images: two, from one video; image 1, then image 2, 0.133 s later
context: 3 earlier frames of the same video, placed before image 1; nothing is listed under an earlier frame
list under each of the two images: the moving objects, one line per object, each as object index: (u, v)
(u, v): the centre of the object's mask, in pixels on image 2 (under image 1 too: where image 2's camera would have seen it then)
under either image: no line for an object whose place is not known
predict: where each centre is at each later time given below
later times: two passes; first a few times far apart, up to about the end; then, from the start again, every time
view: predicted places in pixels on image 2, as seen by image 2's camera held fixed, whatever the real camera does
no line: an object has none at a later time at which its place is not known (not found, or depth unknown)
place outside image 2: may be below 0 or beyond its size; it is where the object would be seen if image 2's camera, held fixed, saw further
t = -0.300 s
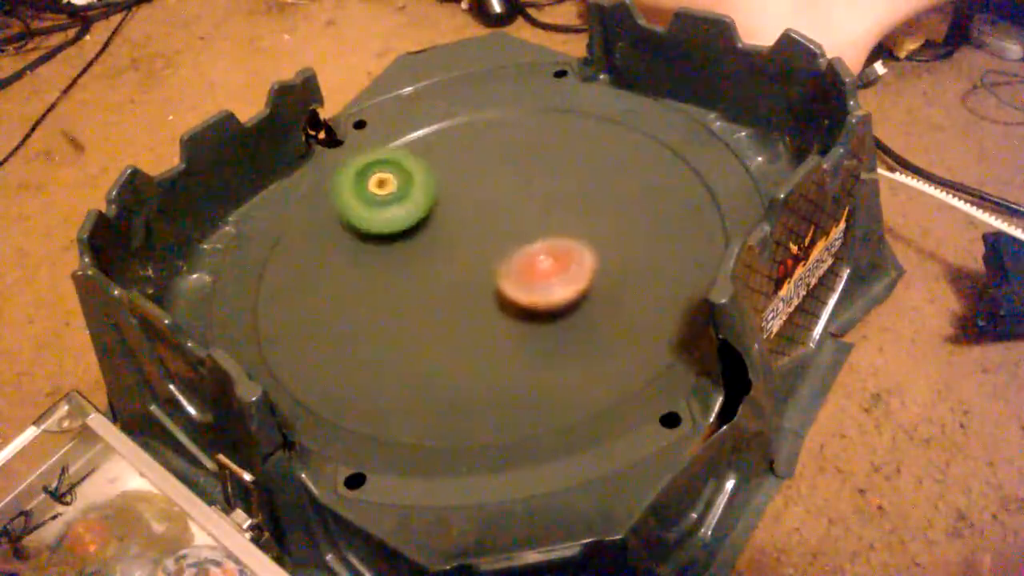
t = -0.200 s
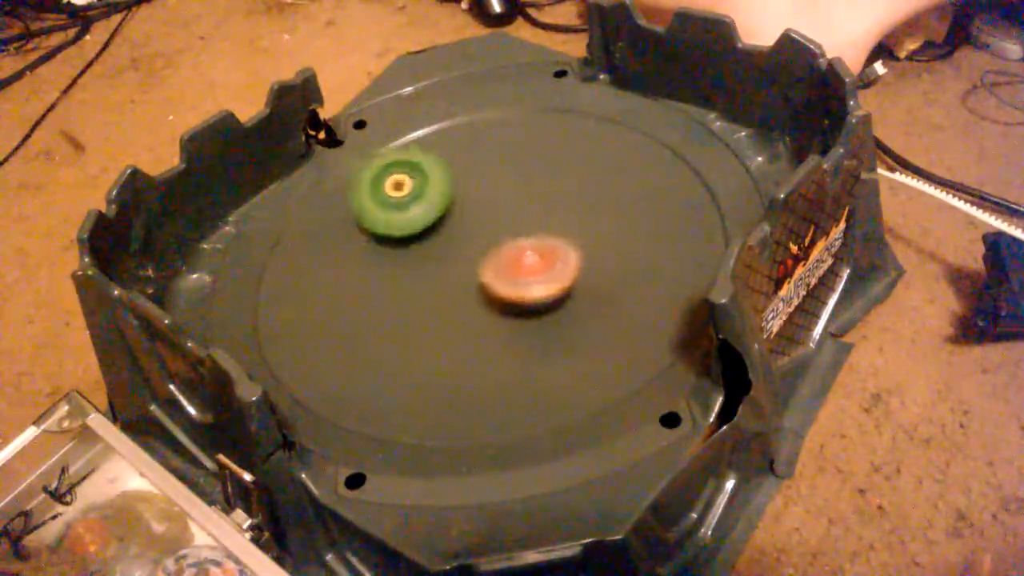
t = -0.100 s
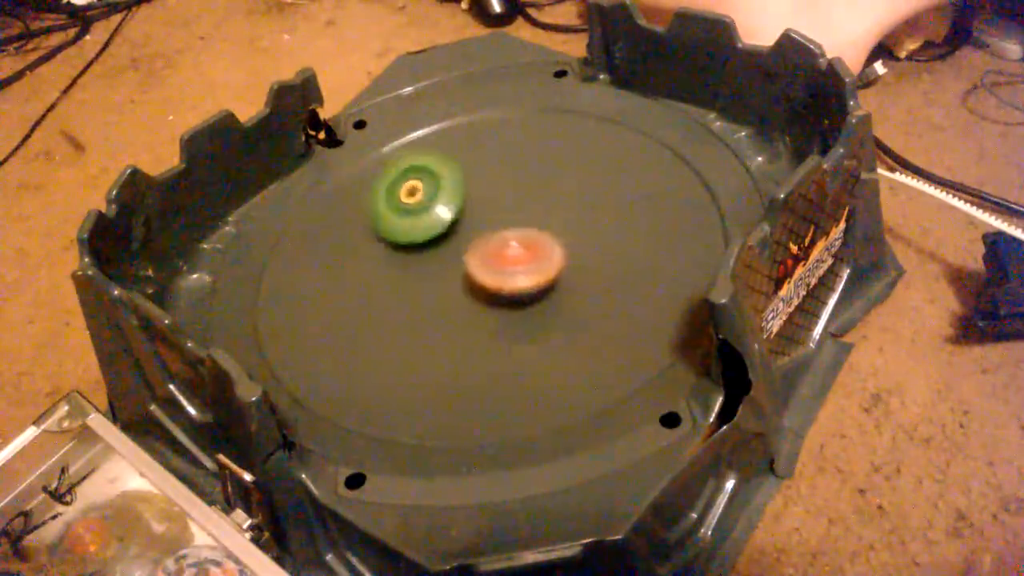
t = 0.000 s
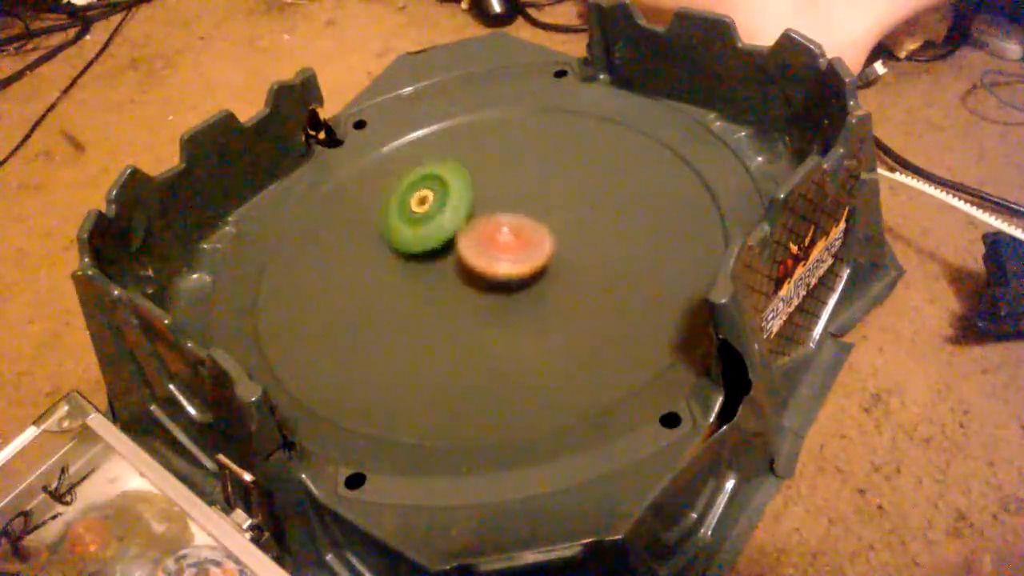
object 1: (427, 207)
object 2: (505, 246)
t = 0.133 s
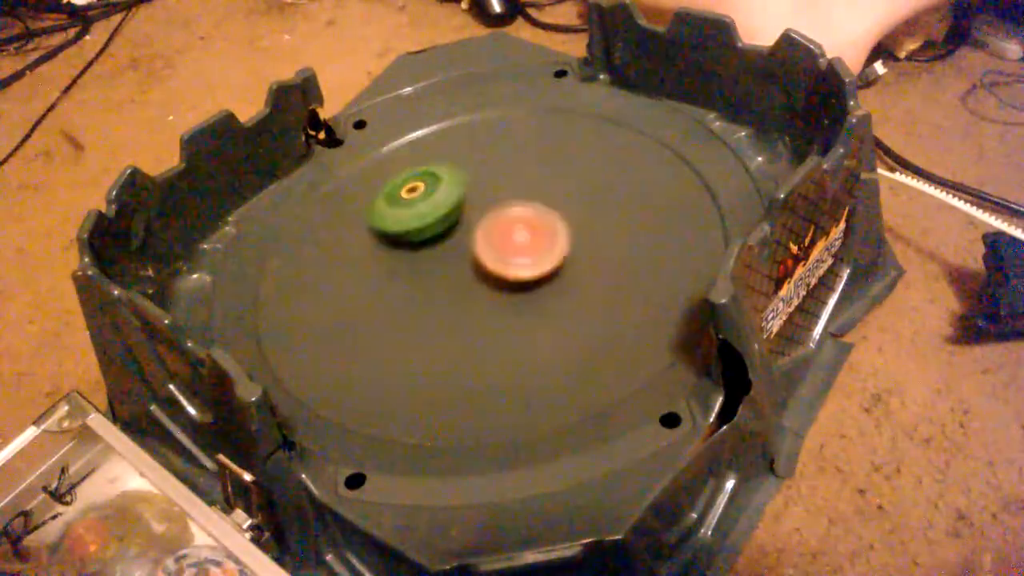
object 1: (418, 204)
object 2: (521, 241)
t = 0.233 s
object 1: (413, 210)
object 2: (522, 231)
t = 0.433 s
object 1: (394, 227)
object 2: (529, 211)
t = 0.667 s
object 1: (377, 239)
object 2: (524, 202)
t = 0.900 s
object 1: (393, 239)
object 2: (499, 206)
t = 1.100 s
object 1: (394, 237)
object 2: (507, 206)
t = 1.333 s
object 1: (391, 229)
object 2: (518, 209)
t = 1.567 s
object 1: (401, 220)
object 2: (509, 218)
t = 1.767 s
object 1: (399, 209)
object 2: (516, 233)
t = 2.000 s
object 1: (416, 200)
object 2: (490, 247)
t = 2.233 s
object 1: (404, 170)
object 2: (524, 295)
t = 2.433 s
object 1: (418, 173)
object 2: (507, 290)
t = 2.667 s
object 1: (422, 196)
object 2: (507, 255)
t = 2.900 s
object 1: (411, 213)
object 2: (527, 205)
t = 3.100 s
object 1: (401, 215)
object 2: (540, 197)
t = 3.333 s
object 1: (405, 203)
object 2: (534, 211)
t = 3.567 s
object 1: (417, 202)
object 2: (517, 219)
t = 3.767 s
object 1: (410, 209)
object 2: (514, 223)
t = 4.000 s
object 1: (401, 211)
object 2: (512, 229)
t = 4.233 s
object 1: (402, 212)
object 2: (505, 229)
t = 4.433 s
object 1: (407, 217)
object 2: (506, 230)
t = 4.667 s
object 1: (414, 222)
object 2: (514, 239)
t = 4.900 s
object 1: (412, 220)
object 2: (516, 248)
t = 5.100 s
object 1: (409, 227)
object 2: (507, 227)
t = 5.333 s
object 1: (409, 236)
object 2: (505, 217)
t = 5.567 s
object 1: (397, 237)
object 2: (499, 217)
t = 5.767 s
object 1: (394, 232)
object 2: (491, 208)
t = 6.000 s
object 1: (396, 206)
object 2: (509, 221)
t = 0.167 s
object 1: (416, 205)
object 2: (521, 239)
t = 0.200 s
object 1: (415, 207)
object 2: (521, 234)
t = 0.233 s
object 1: (413, 210)
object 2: (522, 231)
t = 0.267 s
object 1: (411, 213)
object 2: (522, 227)
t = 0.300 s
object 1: (407, 217)
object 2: (524, 223)
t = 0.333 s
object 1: (404, 220)
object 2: (525, 220)
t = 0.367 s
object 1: (401, 222)
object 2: (526, 217)
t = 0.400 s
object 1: (397, 225)
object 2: (528, 213)
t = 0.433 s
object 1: (394, 227)
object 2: (529, 211)
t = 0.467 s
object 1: (390, 230)
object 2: (529, 209)
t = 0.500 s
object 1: (388, 232)
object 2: (529, 208)
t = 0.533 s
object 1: (383, 234)
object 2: (529, 206)
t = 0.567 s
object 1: (380, 236)
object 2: (528, 204)
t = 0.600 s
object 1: (378, 237)
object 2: (526, 204)
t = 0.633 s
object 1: (377, 238)
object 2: (525, 203)
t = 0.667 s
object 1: (377, 239)
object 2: (524, 202)
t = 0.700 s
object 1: (376, 240)
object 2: (521, 203)
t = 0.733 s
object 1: (377, 240)
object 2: (518, 203)
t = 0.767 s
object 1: (379, 240)
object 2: (515, 203)
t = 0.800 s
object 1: (381, 241)
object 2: (512, 204)
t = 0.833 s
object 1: (385, 240)
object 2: (508, 204)
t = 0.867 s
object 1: (388, 240)
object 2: (505, 205)
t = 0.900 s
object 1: (393, 239)
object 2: (499, 206)
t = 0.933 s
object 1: (395, 239)
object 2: (498, 207)
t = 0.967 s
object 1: (392, 239)
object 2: (505, 205)
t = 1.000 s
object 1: (392, 238)
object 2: (509, 205)
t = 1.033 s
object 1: (392, 238)
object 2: (509, 205)
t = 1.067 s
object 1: (393, 237)
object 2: (509, 205)
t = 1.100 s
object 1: (394, 237)
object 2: (507, 206)
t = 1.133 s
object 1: (395, 235)
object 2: (506, 206)
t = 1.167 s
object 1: (398, 235)
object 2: (505, 207)
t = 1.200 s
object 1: (402, 233)
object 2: (503, 207)
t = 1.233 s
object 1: (398, 232)
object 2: (508, 207)
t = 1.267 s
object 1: (394, 231)
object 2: (515, 207)
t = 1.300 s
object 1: (391, 230)
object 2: (517, 208)
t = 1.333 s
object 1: (391, 229)
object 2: (518, 209)
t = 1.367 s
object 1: (391, 228)
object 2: (519, 210)
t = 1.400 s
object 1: (391, 227)
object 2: (518, 210)
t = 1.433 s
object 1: (391, 226)
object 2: (518, 212)
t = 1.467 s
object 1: (393, 224)
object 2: (517, 213)
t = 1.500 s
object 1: (394, 223)
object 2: (514, 215)
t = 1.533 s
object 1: (399, 222)
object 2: (512, 217)
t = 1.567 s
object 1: (401, 220)
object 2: (509, 218)
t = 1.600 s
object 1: (404, 219)
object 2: (506, 220)
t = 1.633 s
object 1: (402, 217)
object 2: (510, 223)
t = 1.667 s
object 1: (398, 213)
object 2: (516, 226)
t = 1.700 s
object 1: (397, 211)
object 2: (518, 229)
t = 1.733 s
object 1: (398, 210)
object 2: (517, 232)
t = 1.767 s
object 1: (399, 209)
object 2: (516, 233)
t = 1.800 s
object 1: (401, 207)
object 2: (513, 235)
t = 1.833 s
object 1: (403, 206)
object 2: (511, 237)
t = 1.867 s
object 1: (406, 203)
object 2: (507, 238)
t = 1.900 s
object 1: (408, 204)
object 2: (501, 240)
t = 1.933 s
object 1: (412, 202)
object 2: (497, 241)
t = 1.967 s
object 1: (414, 202)
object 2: (492, 241)
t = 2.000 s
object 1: (416, 200)
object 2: (490, 247)
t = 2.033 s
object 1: (409, 190)
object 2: (504, 261)
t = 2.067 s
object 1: (405, 181)
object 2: (514, 272)
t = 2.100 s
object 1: (402, 176)
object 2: (523, 280)
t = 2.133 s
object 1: (402, 173)
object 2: (526, 287)
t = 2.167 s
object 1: (402, 172)
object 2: (527, 291)
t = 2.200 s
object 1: (403, 171)
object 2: (525, 293)
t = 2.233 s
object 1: (404, 170)
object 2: (524, 295)
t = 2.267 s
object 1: (405, 169)
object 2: (523, 295)
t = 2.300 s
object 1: (408, 169)
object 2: (520, 296)
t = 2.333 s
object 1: (409, 169)
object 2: (518, 295)
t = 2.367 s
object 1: (412, 169)
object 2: (513, 295)
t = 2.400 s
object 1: (416, 171)
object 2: (511, 293)
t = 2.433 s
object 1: (418, 173)
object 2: (507, 290)
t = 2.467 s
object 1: (418, 174)
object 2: (506, 288)
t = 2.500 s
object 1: (421, 178)
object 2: (504, 283)
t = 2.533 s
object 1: (422, 180)
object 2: (503, 280)
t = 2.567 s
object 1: (423, 185)
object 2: (503, 275)
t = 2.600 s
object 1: (424, 190)
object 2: (504, 269)
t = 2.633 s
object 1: (423, 193)
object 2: (506, 262)
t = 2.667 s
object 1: (422, 196)
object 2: (507, 255)
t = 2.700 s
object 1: (421, 200)
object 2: (510, 247)
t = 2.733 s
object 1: (419, 204)
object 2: (513, 238)
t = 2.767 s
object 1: (417, 206)
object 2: (516, 229)
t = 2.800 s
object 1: (416, 208)
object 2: (518, 222)
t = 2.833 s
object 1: (414, 209)
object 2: (521, 215)
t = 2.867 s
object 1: (413, 211)
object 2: (524, 209)
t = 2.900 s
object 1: (411, 213)
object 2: (527, 205)
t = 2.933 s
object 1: (410, 213)
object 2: (530, 201)
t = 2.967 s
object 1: (407, 214)
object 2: (533, 200)
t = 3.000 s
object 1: (407, 214)
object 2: (535, 198)
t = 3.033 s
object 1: (404, 215)
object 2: (537, 198)
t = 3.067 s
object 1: (403, 214)
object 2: (540, 196)
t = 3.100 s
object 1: (401, 215)
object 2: (540, 197)
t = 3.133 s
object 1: (400, 214)
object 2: (543, 197)
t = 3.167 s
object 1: (399, 212)
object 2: (543, 199)
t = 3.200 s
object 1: (399, 210)
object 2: (544, 201)
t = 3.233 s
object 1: (400, 209)
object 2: (541, 204)
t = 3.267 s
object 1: (401, 206)
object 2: (540, 206)
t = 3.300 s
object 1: (403, 205)
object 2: (537, 209)
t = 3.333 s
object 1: (405, 203)
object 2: (534, 211)
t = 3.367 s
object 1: (409, 202)
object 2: (530, 212)
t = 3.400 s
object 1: (411, 201)
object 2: (526, 213)
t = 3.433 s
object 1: (415, 200)
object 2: (521, 214)
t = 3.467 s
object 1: (418, 202)
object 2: (516, 214)
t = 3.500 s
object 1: (416, 200)
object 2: (517, 216)
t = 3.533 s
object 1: (415, 201)
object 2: (518, 217)
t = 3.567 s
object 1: (417, 202)
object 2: (517, 219)
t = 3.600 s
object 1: (418, 204)
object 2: (513, 219)
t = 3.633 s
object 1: (417, 206)
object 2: (513, 220)
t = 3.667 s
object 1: (416, 206)
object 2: (512, 221)
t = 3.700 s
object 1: (415, 208)
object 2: (511, 221)
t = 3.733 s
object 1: (415, 208)
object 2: (511, 222)
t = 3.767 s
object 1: (410, 209)
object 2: (514, 223)
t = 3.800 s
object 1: (409, 208)
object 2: (514, 225)
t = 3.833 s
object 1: (407, 209)
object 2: (515, 224)
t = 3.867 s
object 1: (405, 210)
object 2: (516, 226)
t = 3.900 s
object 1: (403, 210)
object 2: (515, 226)
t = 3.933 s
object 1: (401, 210)
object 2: (515, 227)
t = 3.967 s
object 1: (400, 210)
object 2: (513, 228)
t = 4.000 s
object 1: (401, 211)
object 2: (512, 229)
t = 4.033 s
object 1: (400, 211)
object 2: (509, 228)
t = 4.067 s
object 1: (401, 211)
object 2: (507, 228)
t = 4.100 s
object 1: (401, 212)
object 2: (503, 229)
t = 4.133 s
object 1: (401, 212)
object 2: (502, 228)
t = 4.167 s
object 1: (404, 213)
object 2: (499, 227)
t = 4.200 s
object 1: (402, 212)
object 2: (501, 227)
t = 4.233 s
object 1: (402, 212)
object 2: (505, 229)
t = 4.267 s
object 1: (402, 213)
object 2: (506, 230)
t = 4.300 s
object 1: (403, 213)
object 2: (505, 230)
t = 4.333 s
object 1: (404, 214)
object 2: (504, 229)
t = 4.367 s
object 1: (405, 215)
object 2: (503, 229)
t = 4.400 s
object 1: (407, 215)
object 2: (503, 227)
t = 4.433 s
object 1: (407, 217)
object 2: (506, 230)
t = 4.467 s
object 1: (409, 218)
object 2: (509, 231)
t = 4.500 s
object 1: (411, 219)
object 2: (511, 233)
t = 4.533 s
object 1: (412, 221)
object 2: (510, 234)
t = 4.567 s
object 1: (413, 222)
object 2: (509, 234)
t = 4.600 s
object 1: (415, 223)
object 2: (509, 235)
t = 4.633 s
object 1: (416, 225)
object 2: (508, 234)
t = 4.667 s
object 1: (414, 222)
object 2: (514, 239)
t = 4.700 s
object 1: (411, 218)
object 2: (521, 245)
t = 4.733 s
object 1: (409, 215)
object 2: (524, 249)
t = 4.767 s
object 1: (409, 213)
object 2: (521, 253)
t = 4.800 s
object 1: (413, 212)
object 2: (515, 254)
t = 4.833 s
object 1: (414, 213)
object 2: (514, 252)
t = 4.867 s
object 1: (414, 217)
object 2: (513, 251)
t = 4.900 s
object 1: (412, 220)
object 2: (516, 248)
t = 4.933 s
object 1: (409, 222)
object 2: (515, 245)
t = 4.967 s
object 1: (407, 223)
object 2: (514, 243)
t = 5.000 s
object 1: (406, 224)
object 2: (514, 239)
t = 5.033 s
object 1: (406, 225)
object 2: (512, 236)
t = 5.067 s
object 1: (408, 225)
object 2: (509, 232)
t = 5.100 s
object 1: (409, 227)
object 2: (507, 227)
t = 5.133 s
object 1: (409, 228)
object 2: (505, 224)
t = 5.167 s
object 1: (409, 230)
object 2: (505, 220)
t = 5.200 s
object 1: (409, 231)
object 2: (507, 218)
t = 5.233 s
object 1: (409, 234)
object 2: (507, 219)
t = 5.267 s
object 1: (410, 235)
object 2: (506, 218)
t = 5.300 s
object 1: (409, 236)
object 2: (506, 217)
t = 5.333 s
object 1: (409, 236)
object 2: (505, 217)
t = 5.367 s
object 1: (409, 237)
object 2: (504, 218)
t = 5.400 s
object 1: (408, 238)
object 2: (504, 216)
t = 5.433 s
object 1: (408, 237)
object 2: (504, 216)
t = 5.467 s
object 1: (407, 237)
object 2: (505, 216)
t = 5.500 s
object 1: (404, 237)
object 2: (505, 216)
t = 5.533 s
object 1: (400, 237)
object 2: (502, 217)
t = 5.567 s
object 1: (397, 237)
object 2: (499, 217)
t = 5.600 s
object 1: (395, 237)
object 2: (498, 216)
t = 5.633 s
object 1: (395, 237)
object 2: (495, 214)
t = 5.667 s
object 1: (394, 236)
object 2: (493, 213)
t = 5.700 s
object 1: (394, 235)
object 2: (493, 212)
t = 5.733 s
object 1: (393, 233)
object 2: (492, 210)
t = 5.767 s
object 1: (394, 232)
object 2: (491, 208)
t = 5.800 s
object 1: (396, 232)
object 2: (491, 207)
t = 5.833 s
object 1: (396, 230)
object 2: (492, 207)
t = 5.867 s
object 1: (398, 228)
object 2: (491, 208)
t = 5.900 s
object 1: (401, 226)
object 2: (490, 208)
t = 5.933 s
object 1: (400, 222)
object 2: (490, 211)
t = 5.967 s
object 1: (398, 213)
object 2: (500, 216)
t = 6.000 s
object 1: (396, 206)
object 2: (509, 221)
